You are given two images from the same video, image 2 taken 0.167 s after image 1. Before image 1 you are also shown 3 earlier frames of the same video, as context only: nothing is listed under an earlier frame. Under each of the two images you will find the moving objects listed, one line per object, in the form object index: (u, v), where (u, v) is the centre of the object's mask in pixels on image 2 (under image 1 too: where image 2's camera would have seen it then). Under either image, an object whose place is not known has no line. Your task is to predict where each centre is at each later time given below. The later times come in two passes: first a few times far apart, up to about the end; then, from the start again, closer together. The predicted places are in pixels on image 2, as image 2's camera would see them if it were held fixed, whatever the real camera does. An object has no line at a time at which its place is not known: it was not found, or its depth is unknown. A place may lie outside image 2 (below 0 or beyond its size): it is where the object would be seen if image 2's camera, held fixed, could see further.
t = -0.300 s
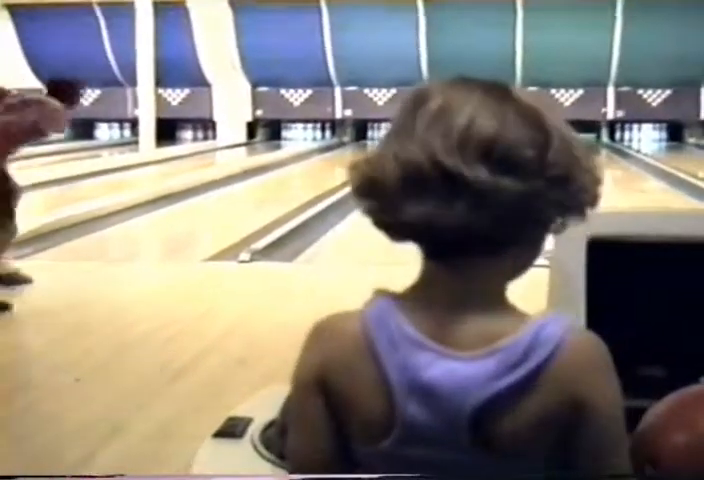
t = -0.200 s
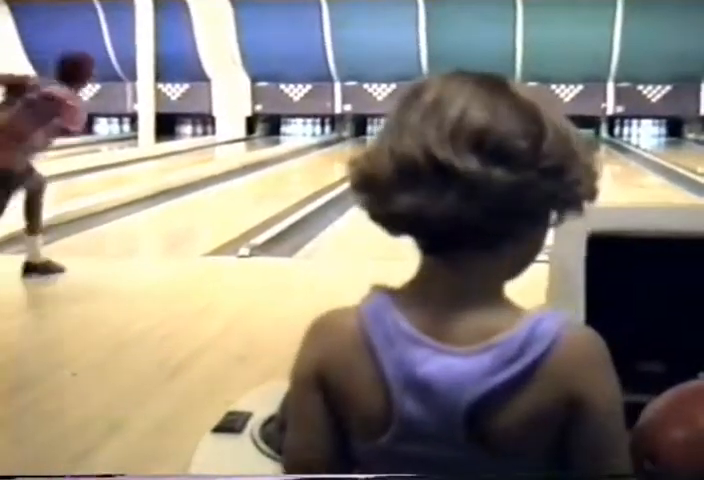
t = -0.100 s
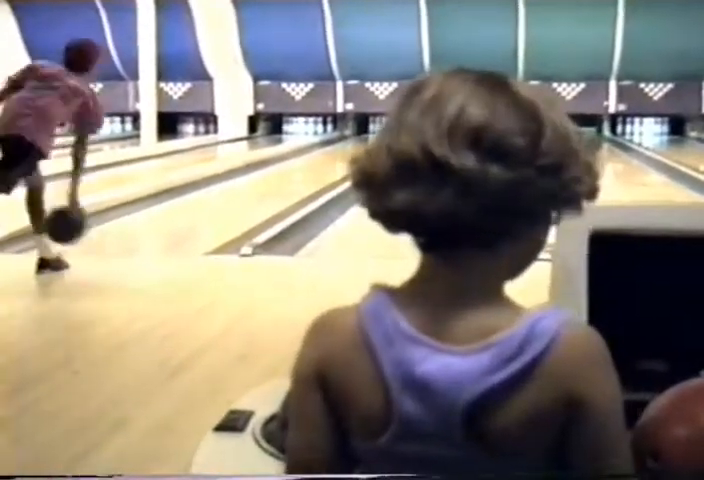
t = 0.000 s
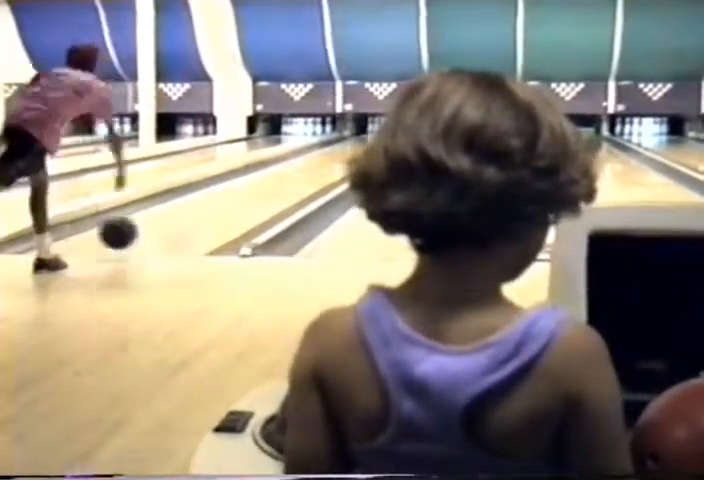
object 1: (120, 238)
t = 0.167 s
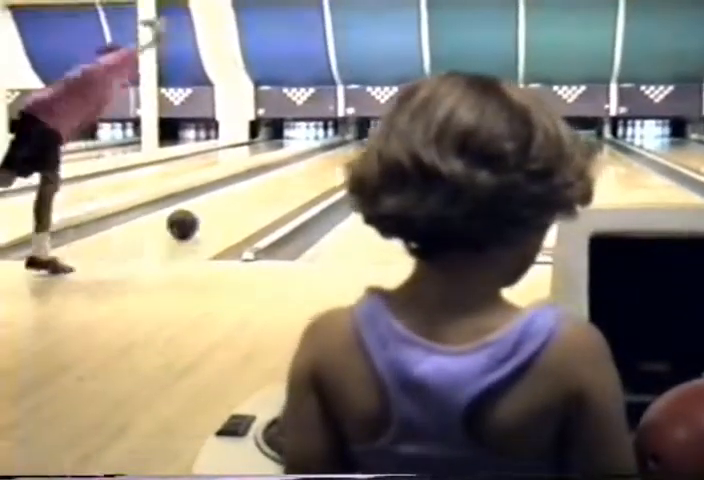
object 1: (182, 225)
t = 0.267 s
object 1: (209, 213)
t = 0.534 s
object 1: (264, 189)
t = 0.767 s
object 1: (296, 176)
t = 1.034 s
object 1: (321, 164)
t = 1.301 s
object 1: (344, 155)
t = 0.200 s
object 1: (192, 221)
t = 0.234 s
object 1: (200, 217)
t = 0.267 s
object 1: (209, 213)
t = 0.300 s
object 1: (217, 210)
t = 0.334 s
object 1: (225, 206)
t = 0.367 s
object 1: (232, 203)
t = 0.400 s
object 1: (239, 200)
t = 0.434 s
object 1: (246, 197)
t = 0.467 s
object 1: (253, 194)
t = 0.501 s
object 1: (258, 192)
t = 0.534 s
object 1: (264, 189)
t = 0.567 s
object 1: (268, 187)
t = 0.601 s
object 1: (273, 185)
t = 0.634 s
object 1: (278, 183)
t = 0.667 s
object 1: (283, 181)
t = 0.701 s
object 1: (287, 179)
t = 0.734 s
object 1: (292, 178)
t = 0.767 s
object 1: (296, 176)
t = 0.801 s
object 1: (300, 174)
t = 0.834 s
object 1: (303, 173)
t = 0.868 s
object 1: (307, 171)
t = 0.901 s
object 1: (310, 170)
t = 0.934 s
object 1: (312, 167)
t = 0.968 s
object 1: (317, 166)
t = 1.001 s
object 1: (319, 165)
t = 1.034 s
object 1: (321, 164)
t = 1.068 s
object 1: (322, 163)
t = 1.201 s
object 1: (334, 160)
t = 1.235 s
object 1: (337, 159)
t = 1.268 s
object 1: (339, 157)
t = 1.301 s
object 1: (344, 155)
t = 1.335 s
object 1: (346, 154)
